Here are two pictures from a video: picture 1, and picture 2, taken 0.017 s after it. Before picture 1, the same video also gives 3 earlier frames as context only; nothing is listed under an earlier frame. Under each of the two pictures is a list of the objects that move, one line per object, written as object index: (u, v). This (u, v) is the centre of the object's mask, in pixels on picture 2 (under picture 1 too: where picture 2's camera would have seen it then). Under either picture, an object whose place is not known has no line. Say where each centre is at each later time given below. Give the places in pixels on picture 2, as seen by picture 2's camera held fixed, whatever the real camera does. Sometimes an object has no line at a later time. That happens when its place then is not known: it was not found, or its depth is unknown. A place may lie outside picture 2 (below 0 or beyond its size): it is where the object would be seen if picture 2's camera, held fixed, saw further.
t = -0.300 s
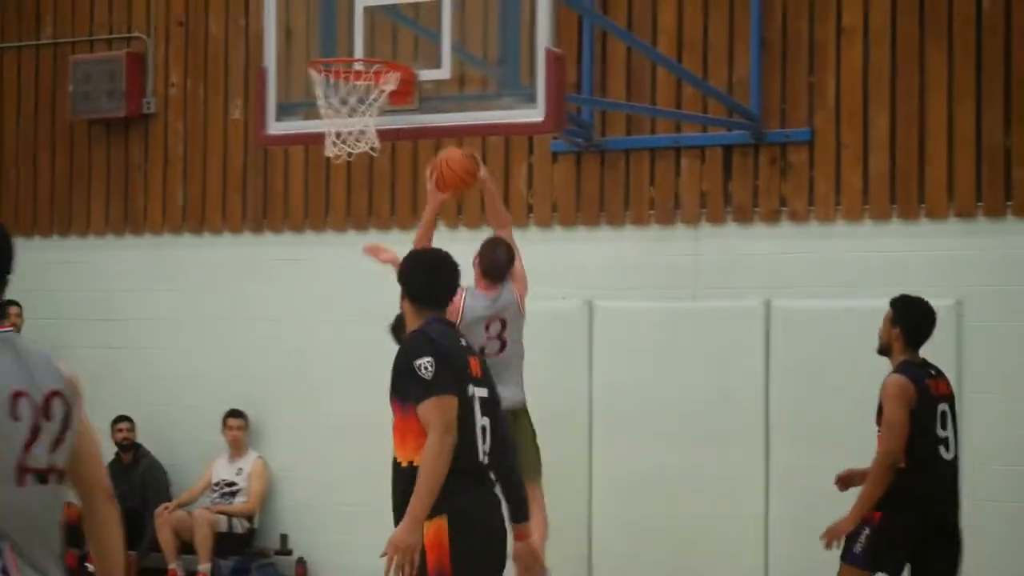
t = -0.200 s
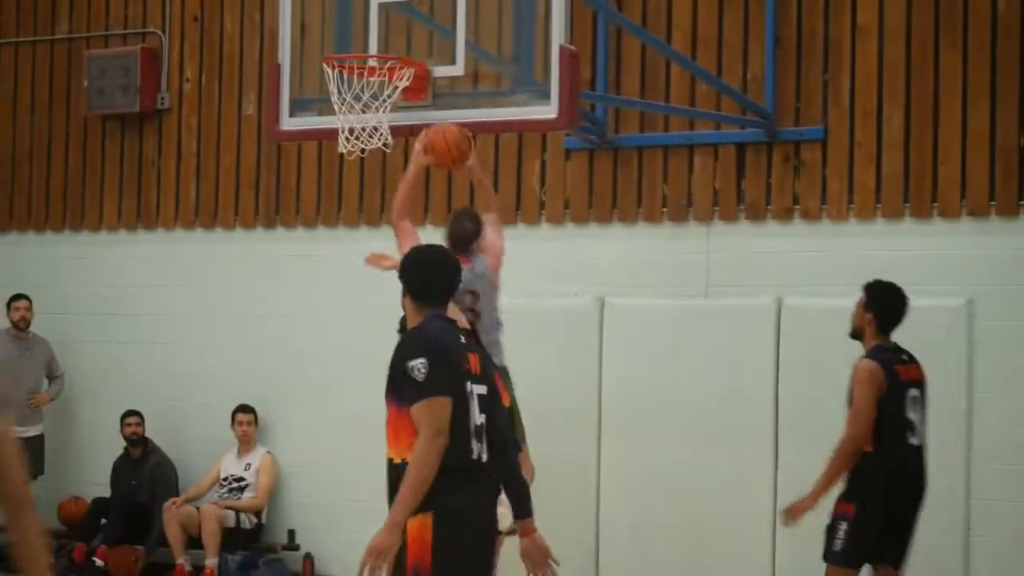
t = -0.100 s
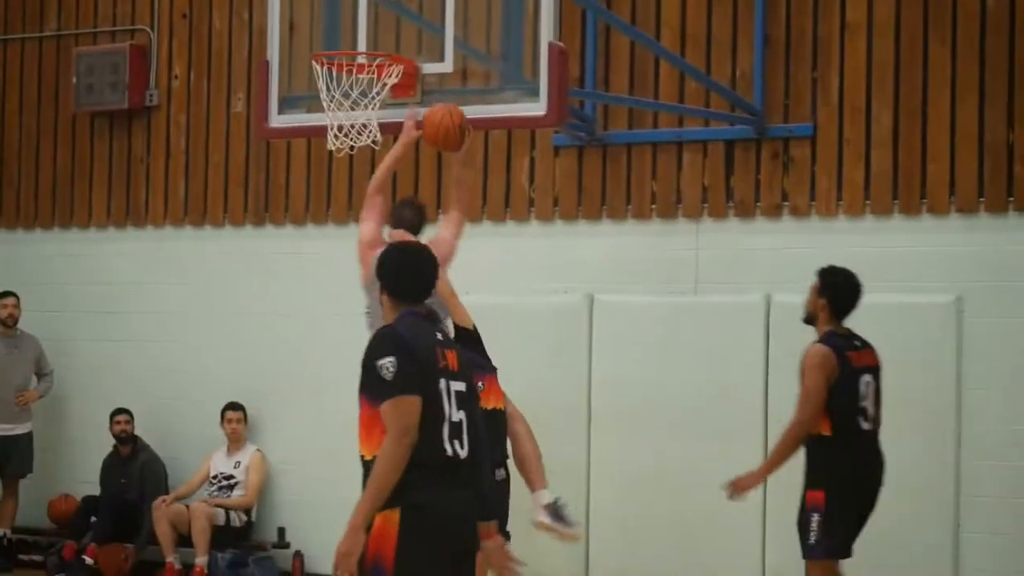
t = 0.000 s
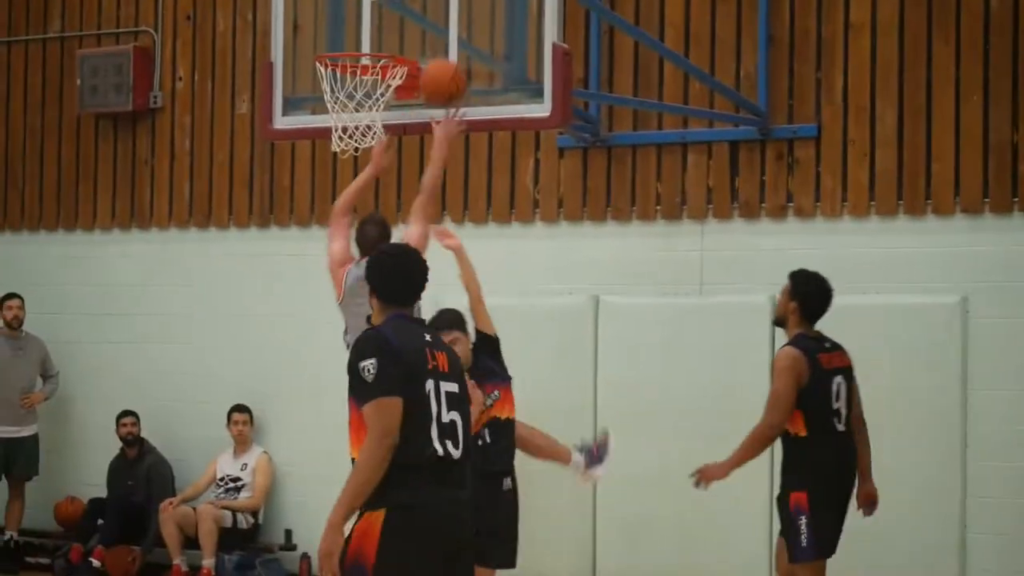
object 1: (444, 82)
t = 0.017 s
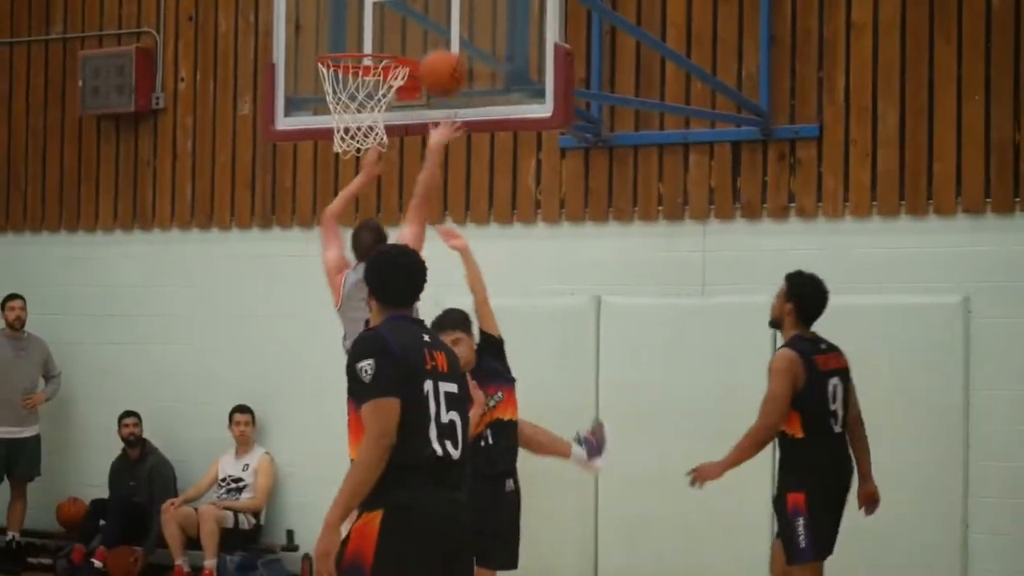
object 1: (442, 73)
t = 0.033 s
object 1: (439, 64)
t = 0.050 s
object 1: (435, 55)
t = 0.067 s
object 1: (432, 47)
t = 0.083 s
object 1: (429, 40)
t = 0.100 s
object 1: (426, 33)
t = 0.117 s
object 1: (424, 26)
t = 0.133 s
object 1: (421, 21)
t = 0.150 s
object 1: (418, 17)
